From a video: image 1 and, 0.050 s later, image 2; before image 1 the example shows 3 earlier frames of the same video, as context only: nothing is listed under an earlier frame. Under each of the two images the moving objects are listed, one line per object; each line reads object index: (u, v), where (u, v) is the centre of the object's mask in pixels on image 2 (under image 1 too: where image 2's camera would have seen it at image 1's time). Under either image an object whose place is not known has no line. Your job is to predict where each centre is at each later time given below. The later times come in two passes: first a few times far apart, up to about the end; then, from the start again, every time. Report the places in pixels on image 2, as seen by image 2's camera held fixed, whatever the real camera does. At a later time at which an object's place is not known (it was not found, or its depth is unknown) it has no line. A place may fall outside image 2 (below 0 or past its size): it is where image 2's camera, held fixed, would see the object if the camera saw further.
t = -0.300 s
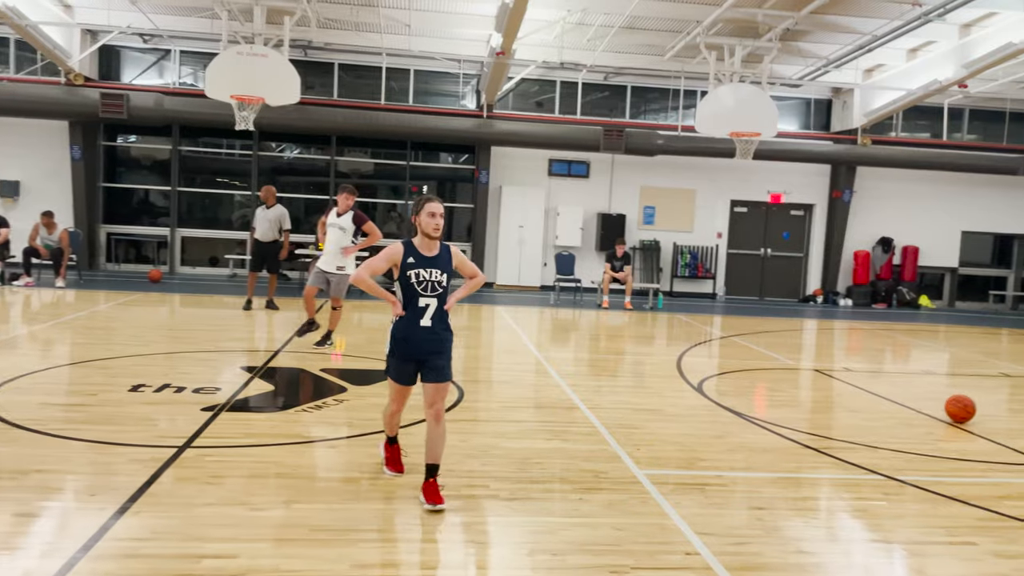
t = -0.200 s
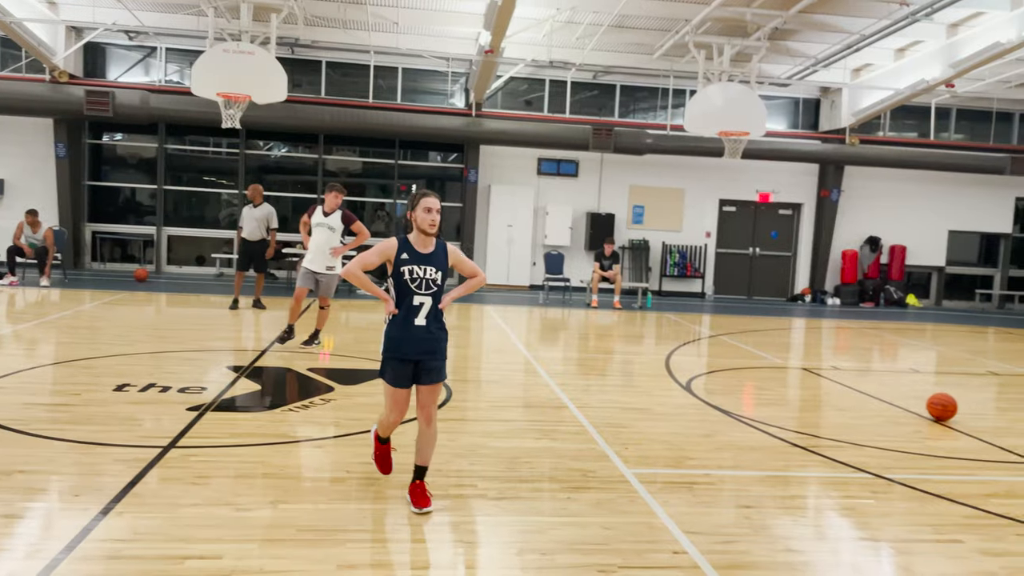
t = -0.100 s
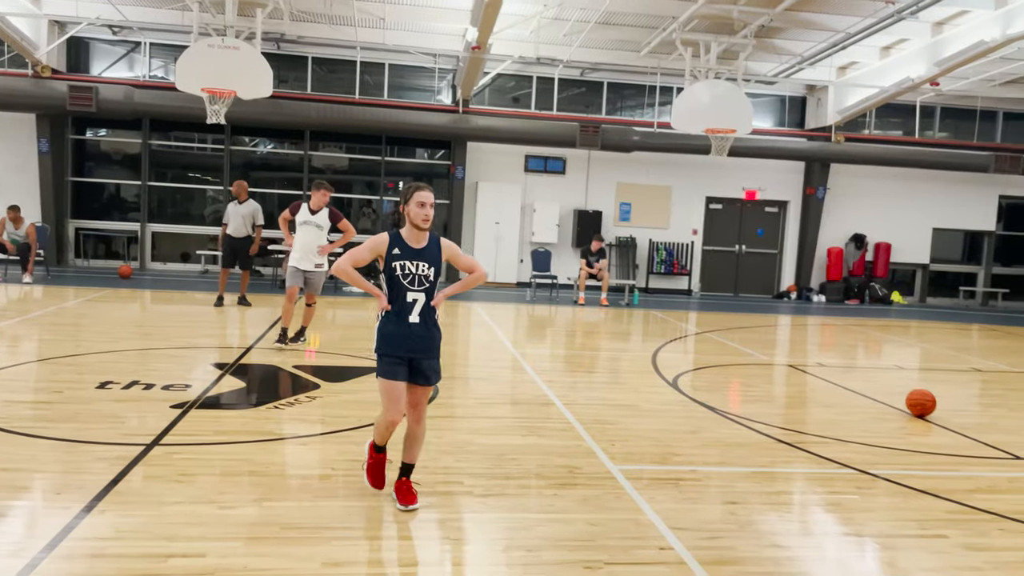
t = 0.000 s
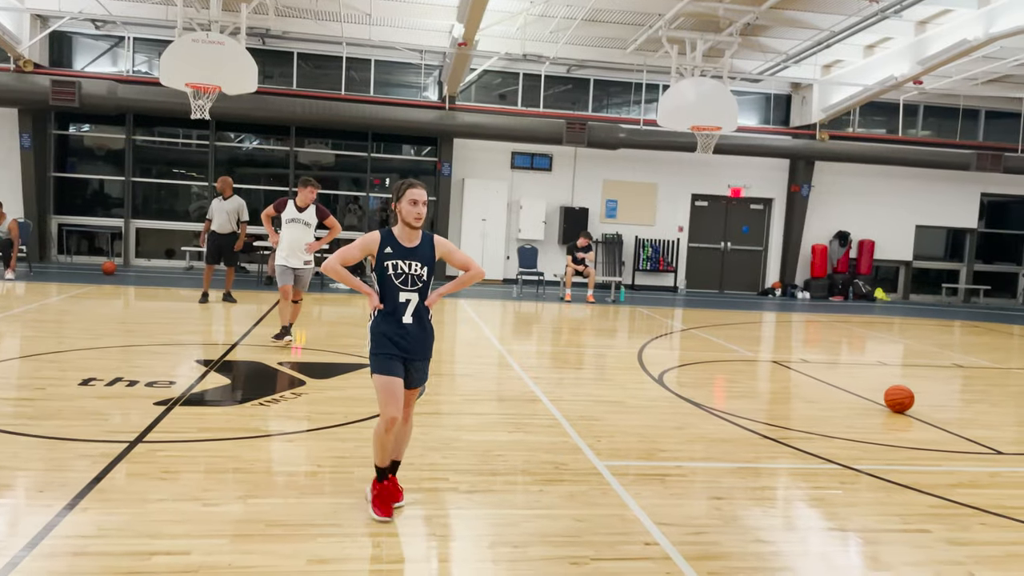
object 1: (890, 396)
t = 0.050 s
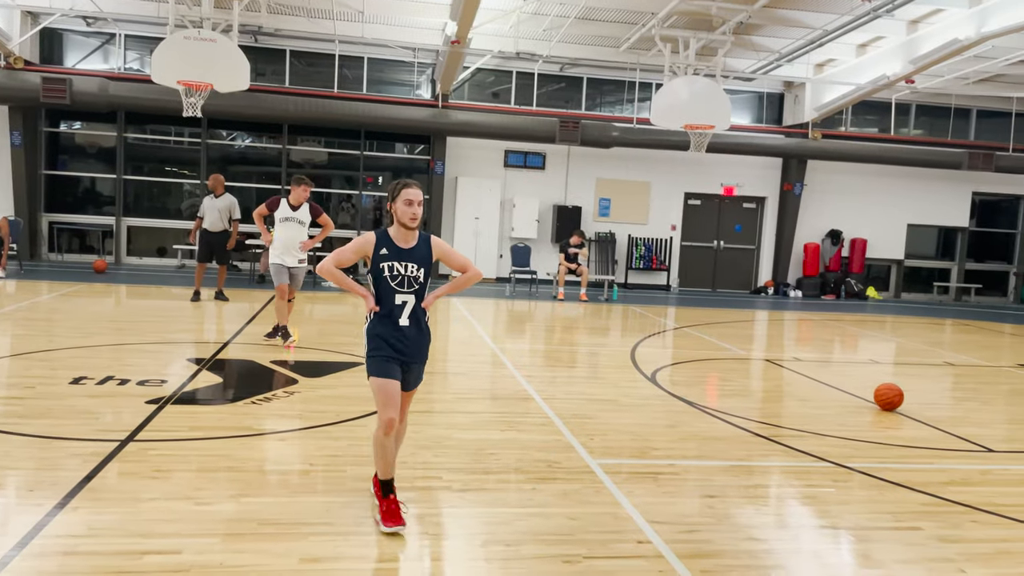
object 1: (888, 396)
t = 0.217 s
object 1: (882, 396)
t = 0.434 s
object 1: (874, 397)
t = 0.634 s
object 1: (867, 397)
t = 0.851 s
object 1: (859, 398)
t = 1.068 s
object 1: (849, 397)
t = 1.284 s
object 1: (839, 396)
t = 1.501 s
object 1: (829, 396)
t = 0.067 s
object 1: (888, 396)
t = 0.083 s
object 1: (887, 397)
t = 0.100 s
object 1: (886, 396)
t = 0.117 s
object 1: (886, 396)
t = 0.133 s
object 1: (885, 396)
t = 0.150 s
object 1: (884, 396)
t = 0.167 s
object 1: (884, 396)
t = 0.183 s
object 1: (883, 396)
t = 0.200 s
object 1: (882, 396)
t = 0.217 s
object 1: (882, 396)
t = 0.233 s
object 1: (881, 396)
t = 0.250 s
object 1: (880, 396)
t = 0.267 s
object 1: (880, 397)
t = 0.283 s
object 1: (879, 397)
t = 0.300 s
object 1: (878, 397)
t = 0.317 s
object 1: (878, 397)
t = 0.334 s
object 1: (877, 396)
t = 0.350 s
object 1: (877, 397)
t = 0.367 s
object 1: (876, 397)
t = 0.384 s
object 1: (876, 397)
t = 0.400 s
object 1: (875, 396)
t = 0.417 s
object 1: (874, 397)
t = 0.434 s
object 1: (874, 397)
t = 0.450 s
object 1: (873, 397)
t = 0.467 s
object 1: (872, 397)
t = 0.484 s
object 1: (872, 397)
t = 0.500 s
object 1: (872, 397)
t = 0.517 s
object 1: (871, 397)
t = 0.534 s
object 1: (871, 397)
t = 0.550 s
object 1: (870, 397)
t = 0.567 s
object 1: (869, 397)
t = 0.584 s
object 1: (869, 397)
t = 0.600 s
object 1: (868, 397)
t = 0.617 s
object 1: (867, 397)
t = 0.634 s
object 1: (867, 397)
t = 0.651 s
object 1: (866, 397)
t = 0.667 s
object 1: (865, 398)
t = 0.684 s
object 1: (865, 398)
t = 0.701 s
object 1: (865, 398)
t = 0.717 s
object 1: (864, 398)
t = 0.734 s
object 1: (863, 398)
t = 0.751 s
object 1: (863, 398)
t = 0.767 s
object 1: (862, 398)
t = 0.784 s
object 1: (861, 398)
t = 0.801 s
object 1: (860, 398)
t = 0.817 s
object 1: (860, 398)
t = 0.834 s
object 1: (859, 397)
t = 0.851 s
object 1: (859, 398)
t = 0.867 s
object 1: (858, 397)
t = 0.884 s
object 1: (857, 397)
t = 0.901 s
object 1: (856, 397)
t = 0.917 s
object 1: (856, 397)
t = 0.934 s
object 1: (855, 397)
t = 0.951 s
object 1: (854, 397)
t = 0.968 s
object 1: (853, 397)
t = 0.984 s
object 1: (853, 397)
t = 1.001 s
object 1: (852, 397)
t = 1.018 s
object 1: (851, 397)
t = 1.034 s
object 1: (850, 397)
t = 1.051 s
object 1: (850, 397)
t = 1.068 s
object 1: (849, 397)
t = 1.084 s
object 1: (848, 396)
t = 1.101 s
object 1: (848, 397)
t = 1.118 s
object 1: (847, 397)
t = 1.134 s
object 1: (846, 397)
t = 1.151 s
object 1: (845, 397)
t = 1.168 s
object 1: (844, 397)
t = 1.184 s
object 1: (843, 396)
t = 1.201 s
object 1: (842, 396)
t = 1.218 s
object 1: (842, 396)
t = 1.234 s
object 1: (841, 396)
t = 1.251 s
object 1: (840, 396)
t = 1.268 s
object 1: (840, 396)
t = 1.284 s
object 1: (839, 396)
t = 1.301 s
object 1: (838, 396)
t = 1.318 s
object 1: (837, 396)
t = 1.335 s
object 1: (837, 397)
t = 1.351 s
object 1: (836, 396)
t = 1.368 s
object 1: (835, 396)
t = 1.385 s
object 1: (834, 396)
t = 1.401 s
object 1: (834, 396)
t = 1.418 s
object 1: (833, 396)
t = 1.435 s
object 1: (832, 396)
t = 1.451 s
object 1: (831, 396)
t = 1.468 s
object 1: (831, 396)
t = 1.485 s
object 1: (830, 396)
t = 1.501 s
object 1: (829, 396)
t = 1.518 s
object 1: (829, 396)
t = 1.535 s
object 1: (828, 396)
